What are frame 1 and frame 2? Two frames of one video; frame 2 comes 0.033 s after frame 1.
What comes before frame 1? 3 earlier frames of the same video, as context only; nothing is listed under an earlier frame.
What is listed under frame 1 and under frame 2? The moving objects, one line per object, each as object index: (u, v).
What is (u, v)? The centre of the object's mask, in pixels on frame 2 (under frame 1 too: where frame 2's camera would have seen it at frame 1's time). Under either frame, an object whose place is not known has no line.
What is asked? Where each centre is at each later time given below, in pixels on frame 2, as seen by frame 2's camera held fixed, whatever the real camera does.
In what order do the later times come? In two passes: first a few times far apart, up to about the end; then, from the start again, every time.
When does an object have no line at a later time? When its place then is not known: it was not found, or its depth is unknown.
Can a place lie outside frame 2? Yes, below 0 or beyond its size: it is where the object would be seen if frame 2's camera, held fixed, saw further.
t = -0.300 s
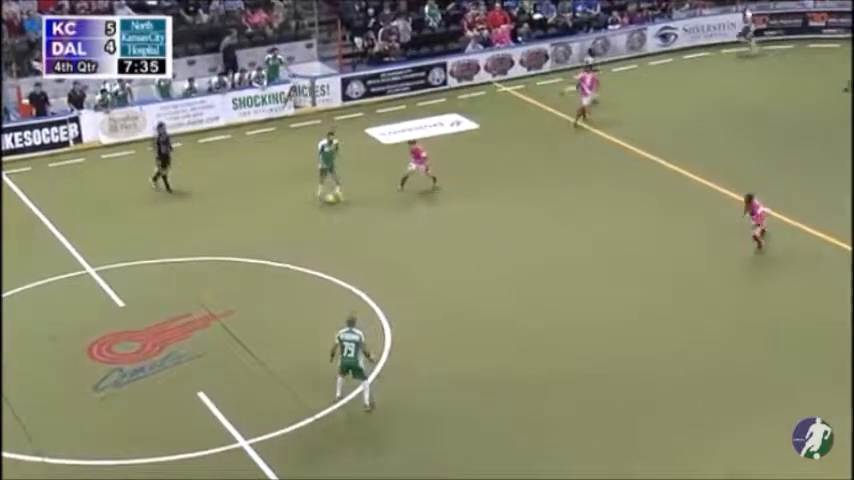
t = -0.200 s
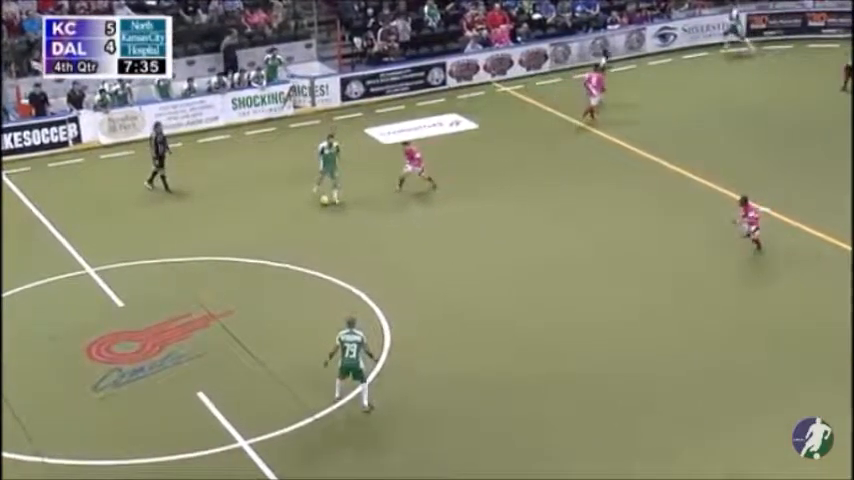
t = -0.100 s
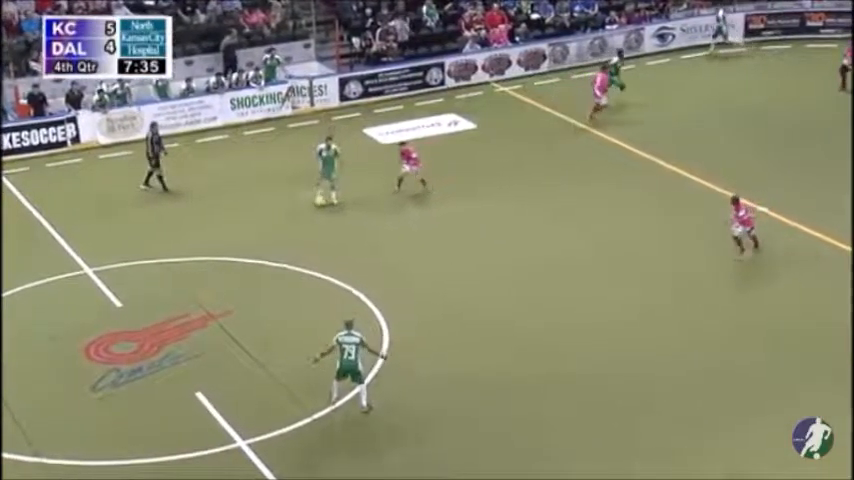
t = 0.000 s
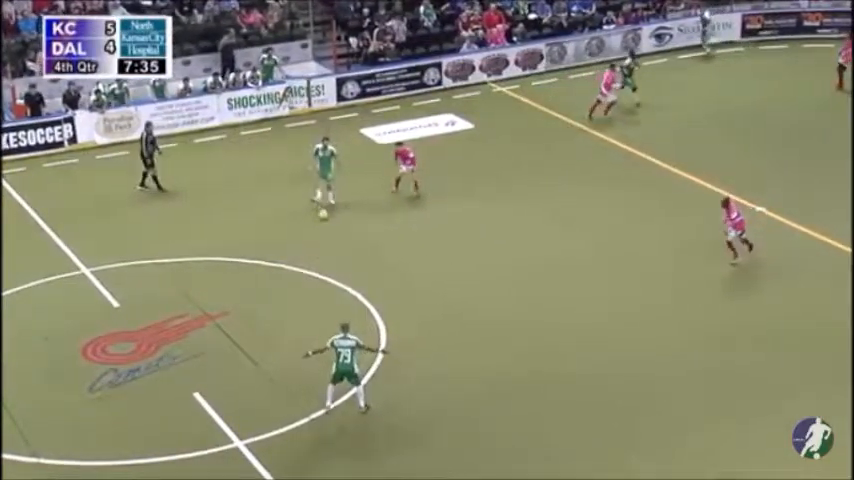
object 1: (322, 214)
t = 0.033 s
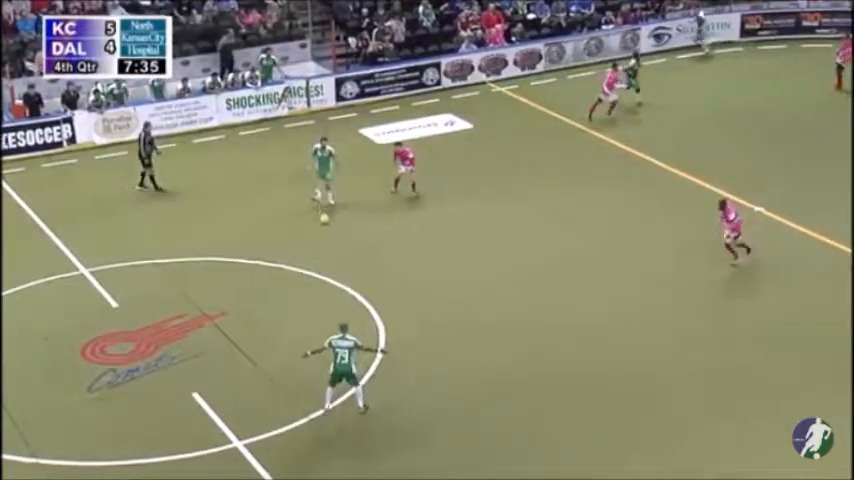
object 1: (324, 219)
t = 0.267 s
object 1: (340, 251)
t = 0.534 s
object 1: (357, 285)
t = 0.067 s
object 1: (326, 224)
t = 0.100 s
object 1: (328, 229)
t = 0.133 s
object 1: (331, 233)
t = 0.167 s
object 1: (333, 238)
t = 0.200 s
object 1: (336, 242)
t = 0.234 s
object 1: (338, 247)
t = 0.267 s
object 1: (340, 251)
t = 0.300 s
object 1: (342, 256)
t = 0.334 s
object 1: (344, 260)
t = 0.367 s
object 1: (347, 264)
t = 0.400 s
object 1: (348, 269)
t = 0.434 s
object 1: (350, 273)
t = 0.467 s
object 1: (352, 278)
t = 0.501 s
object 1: (354, 281)
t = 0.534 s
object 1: (357, 285)
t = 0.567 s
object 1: (359, 288)
